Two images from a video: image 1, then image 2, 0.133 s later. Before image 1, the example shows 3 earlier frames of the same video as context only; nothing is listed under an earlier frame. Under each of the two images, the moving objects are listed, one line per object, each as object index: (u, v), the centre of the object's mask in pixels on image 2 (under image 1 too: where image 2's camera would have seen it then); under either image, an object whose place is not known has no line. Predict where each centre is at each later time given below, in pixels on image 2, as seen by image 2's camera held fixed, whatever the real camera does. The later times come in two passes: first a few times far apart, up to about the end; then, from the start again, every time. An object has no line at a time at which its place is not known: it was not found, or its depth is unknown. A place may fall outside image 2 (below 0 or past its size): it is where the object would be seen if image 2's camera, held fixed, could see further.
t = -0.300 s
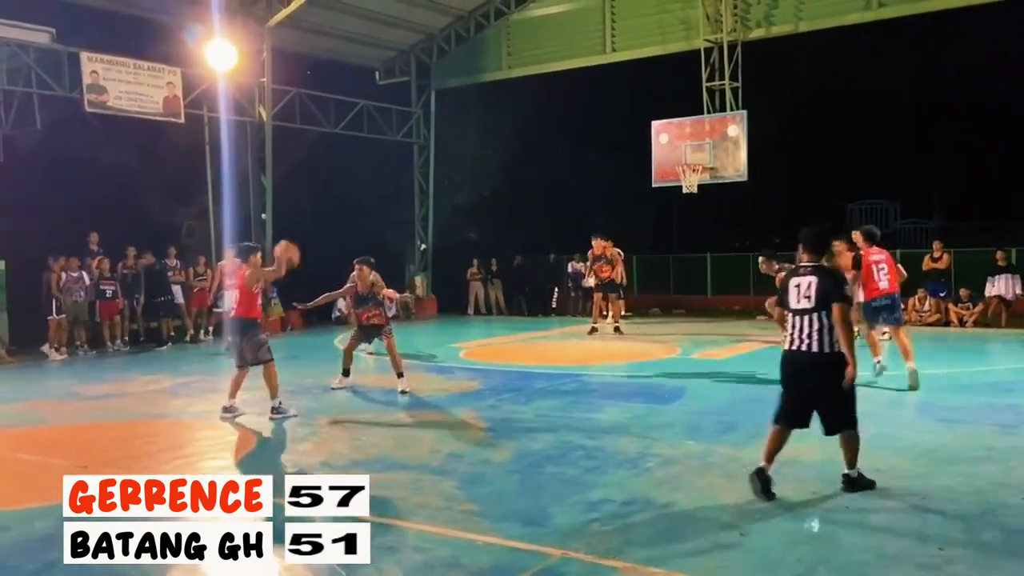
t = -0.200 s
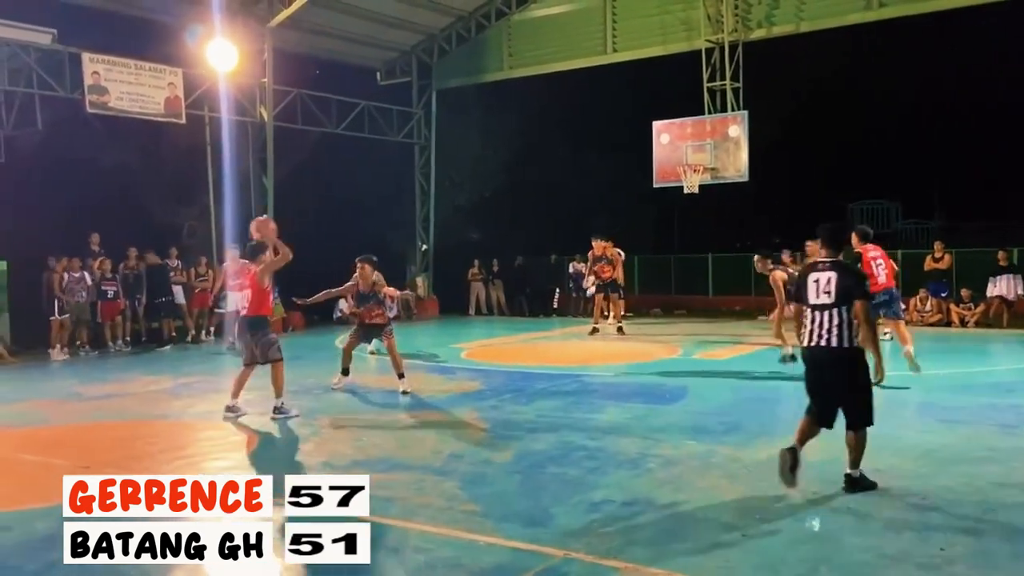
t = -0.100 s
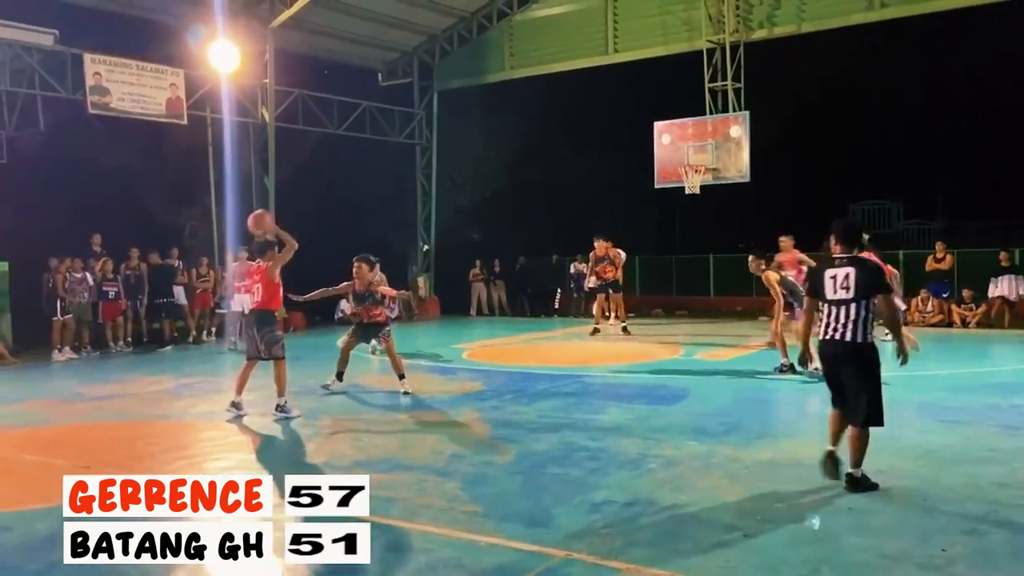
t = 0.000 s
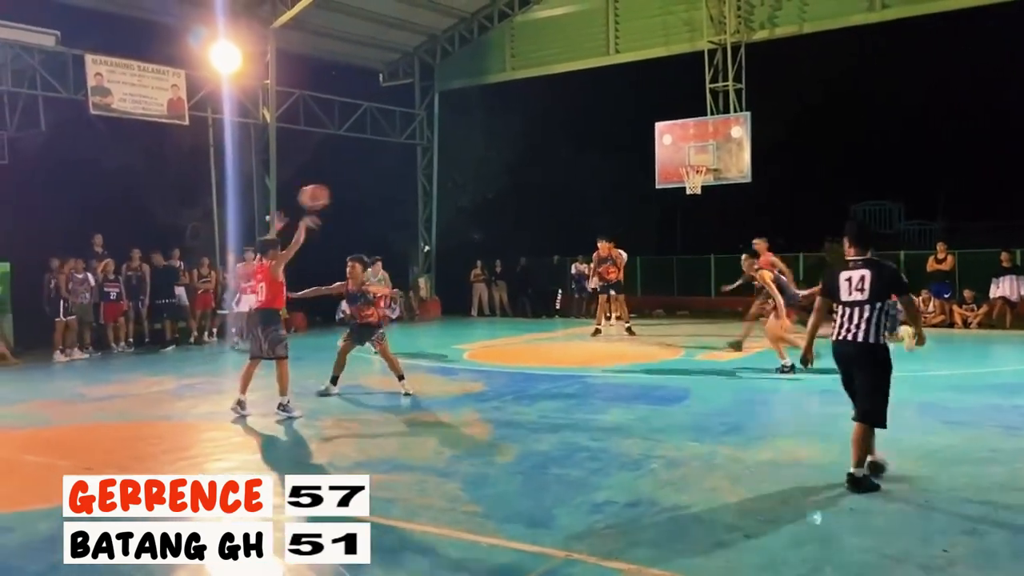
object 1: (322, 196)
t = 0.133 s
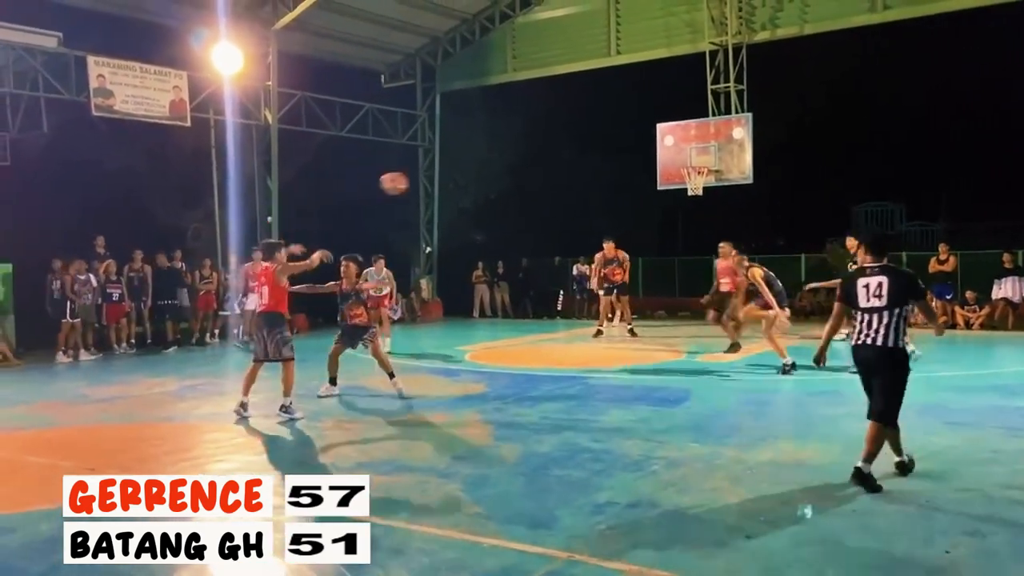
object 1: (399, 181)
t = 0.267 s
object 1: (465, 185)
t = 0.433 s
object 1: (532, 207)
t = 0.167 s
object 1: (417, 181)
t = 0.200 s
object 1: (433, 182)
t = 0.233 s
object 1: (449, 183)
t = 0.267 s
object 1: (465, 185)
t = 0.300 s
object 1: (480, 187)
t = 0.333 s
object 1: (494, 191)
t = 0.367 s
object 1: (508, 196)
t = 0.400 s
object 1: (522, 201)
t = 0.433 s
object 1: (532, 207)
